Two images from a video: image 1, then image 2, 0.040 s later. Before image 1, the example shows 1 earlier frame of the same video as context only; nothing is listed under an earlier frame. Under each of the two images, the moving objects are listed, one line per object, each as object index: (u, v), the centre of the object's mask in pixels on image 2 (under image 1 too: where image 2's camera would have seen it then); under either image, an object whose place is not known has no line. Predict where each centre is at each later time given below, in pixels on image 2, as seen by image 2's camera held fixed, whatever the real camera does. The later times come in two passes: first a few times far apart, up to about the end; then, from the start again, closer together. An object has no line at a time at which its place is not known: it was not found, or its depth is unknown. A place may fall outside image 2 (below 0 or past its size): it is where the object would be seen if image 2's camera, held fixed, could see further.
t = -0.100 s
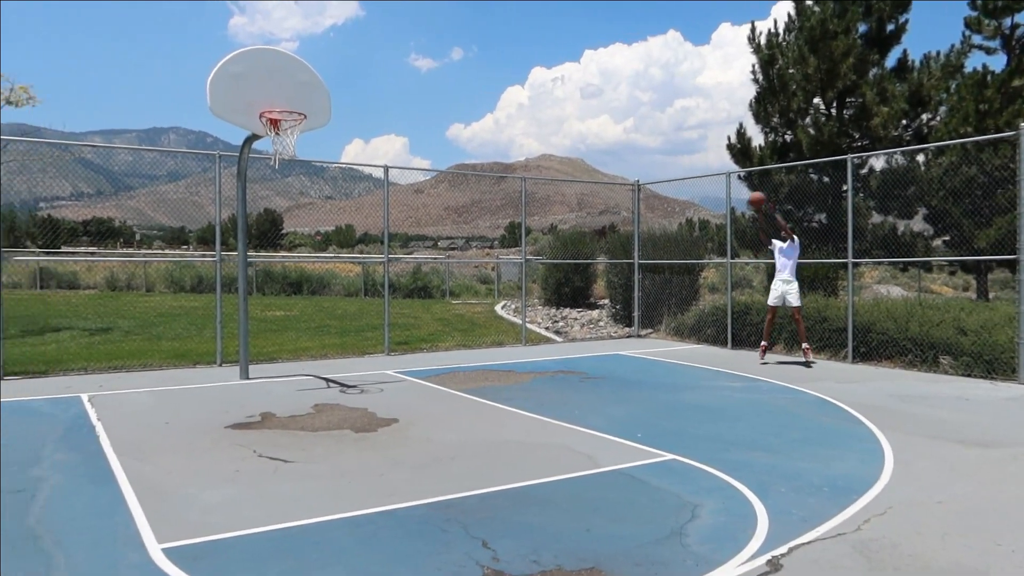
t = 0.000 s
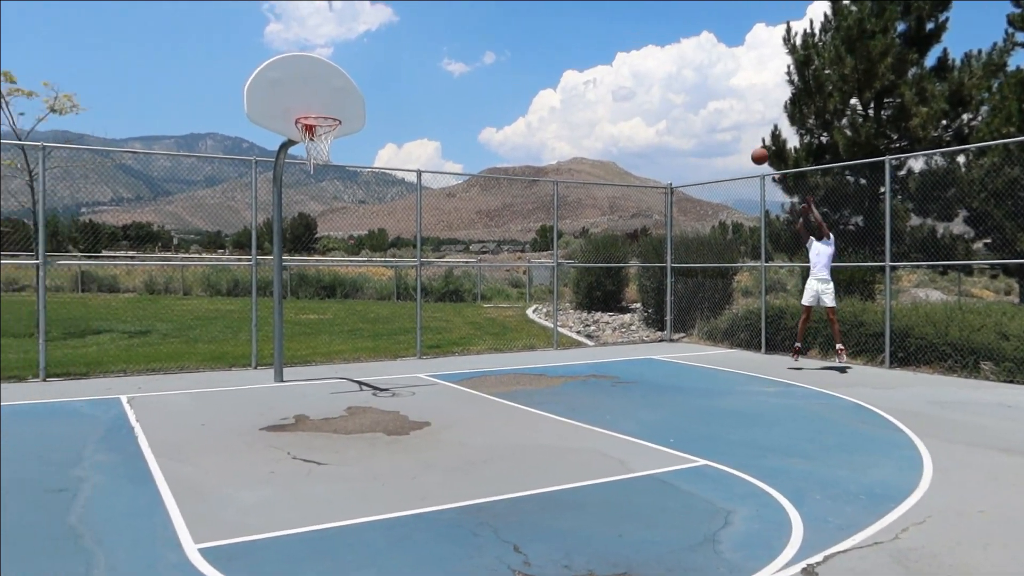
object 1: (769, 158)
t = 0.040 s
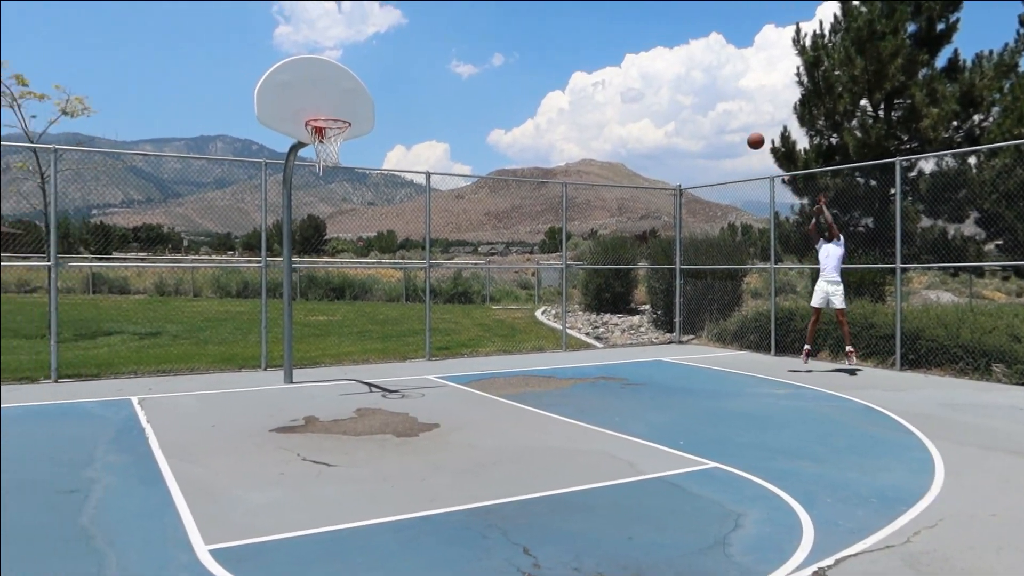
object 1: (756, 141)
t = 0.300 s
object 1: (665, 55)
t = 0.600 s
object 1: (550, 14)
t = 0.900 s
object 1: (422, 43)
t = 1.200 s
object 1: (321, 112)
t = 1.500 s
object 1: (388, 81)
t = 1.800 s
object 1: (467, 128)
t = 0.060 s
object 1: (749, 133)
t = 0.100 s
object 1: (735, 117)
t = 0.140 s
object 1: (721, 103)
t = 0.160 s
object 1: (715, 96)
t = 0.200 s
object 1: (701, 83)
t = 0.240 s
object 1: (687, 71)
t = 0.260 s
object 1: (680, 66)
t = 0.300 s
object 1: (665, 55)
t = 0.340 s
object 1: (651, 46)
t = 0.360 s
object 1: (643, 42)
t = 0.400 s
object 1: (628, 34)
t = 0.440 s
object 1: (613, 28)
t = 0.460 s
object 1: (605, 25)
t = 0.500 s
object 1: (590, 20)
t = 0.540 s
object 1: (574, 17)
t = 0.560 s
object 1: (566, 15)
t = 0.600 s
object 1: (550, 14)
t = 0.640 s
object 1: (534, 13)
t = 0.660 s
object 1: (526, 13)
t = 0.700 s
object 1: (509, 15)
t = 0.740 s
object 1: (492, 17)
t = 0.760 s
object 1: (484, 19)
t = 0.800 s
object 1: (466, 24)
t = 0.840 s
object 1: (449, 31)
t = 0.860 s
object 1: (440, 34)
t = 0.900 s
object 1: (422, 43)
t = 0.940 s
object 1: (404, 53)
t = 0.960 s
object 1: (395, 59)
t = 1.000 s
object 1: (377, 71)
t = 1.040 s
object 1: (358, 86)
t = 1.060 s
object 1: (349, 94)
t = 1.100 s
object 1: (330, 110)
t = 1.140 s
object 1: (321, 113)
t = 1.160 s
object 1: (321, 113)
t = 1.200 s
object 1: (321, 112)
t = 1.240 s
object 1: (328, 107)
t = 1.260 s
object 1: (332, 103)
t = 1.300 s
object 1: (341, 97)
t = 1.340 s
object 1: (350, 91)
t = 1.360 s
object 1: (355, 89)
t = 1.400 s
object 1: (364, 84)
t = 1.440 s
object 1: (374, 82)
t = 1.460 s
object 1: (379, 81)
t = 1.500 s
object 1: (388, 81)
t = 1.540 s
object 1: (398, 82)
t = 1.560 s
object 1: (404, 84)
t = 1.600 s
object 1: (415, 87)
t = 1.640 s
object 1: (425, 92)
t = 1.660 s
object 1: (430, 95)
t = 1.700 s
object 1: (441, 102)
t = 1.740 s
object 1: (451, 111)
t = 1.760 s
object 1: (456, 116)
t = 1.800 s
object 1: (467, 128)
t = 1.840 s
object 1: (477, 141)
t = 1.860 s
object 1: (483, 148)
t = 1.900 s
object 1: (493, 164)
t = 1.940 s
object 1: (505, 182)
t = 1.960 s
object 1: (510, 191)
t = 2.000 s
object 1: (521, 212)
